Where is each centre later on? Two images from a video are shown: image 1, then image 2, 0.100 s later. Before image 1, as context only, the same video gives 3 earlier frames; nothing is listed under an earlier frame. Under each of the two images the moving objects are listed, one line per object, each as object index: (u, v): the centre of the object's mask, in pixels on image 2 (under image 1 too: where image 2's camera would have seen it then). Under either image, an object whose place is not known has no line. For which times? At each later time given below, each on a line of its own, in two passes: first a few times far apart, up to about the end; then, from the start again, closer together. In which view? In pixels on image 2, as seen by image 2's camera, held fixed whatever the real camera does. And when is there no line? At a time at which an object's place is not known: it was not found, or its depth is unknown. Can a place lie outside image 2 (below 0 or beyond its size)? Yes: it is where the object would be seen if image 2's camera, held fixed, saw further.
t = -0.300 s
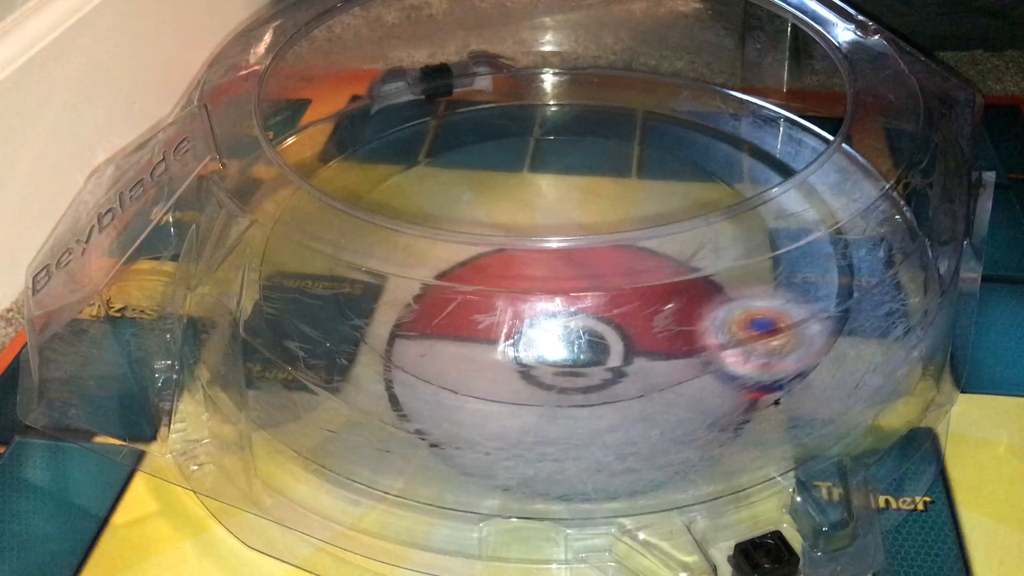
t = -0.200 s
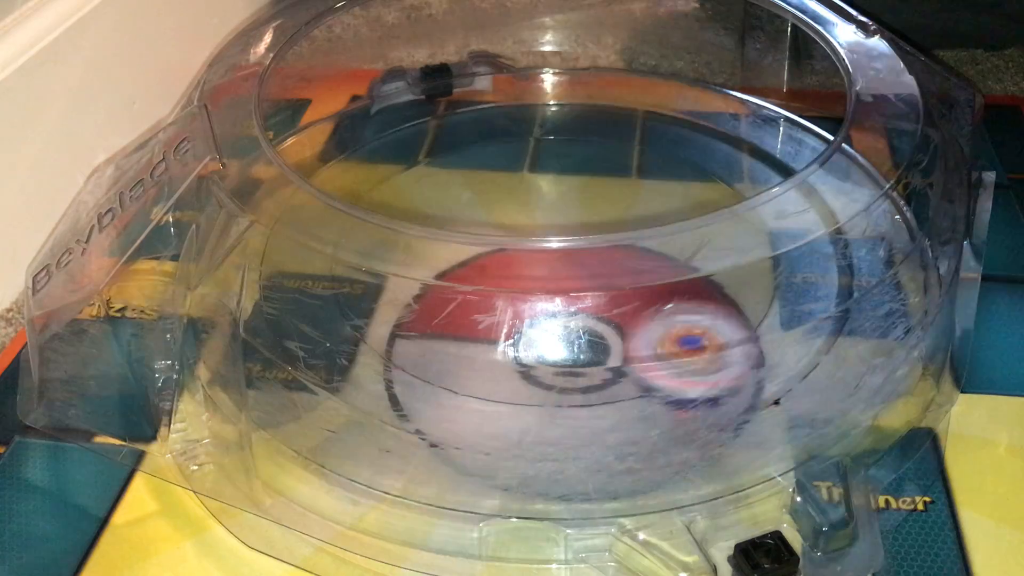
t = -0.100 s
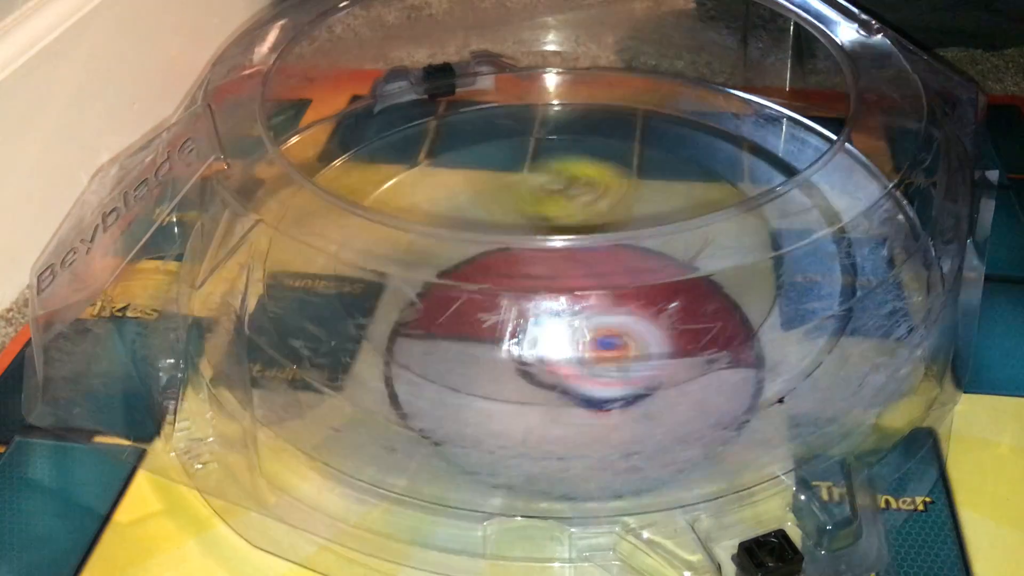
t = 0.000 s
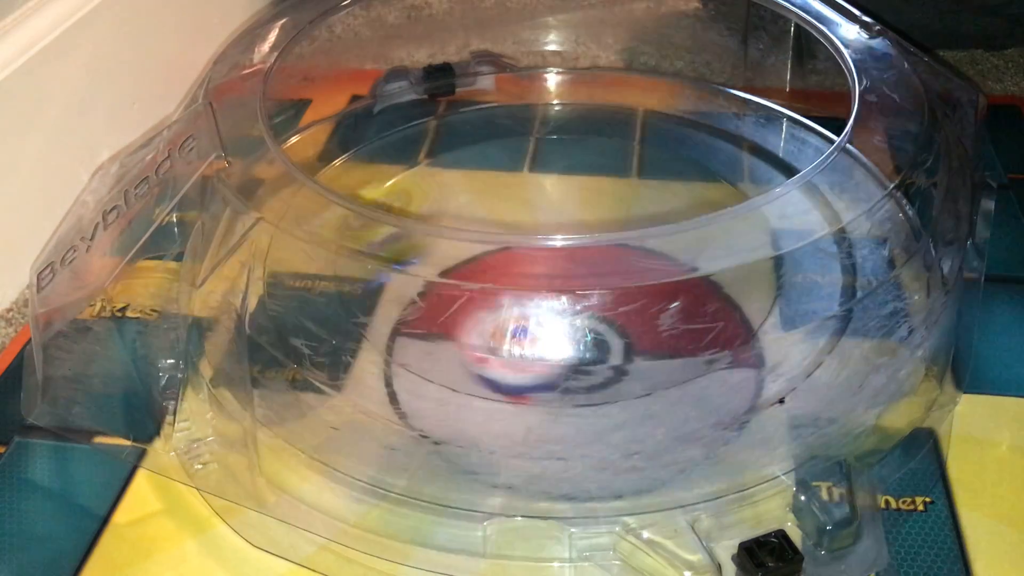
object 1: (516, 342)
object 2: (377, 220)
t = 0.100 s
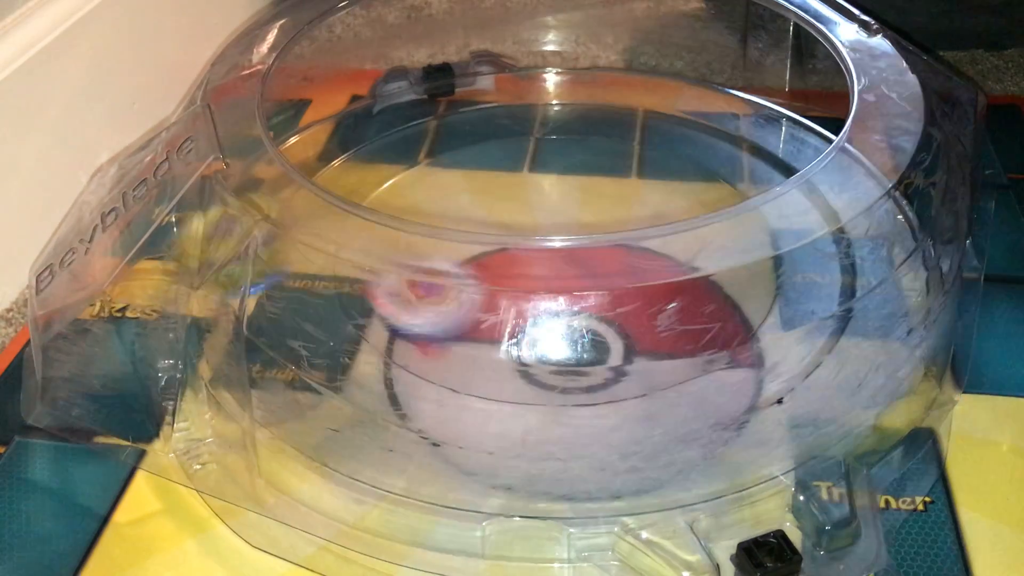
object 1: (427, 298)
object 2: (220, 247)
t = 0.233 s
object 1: (384, 179)
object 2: (124, 310)
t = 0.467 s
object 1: (541, 59)
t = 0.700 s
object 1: (670, 67)
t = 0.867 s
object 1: (721, 131)
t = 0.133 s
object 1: (400, 273)
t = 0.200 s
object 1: (379, 214)
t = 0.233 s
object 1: (384, 179)
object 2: (124, 310)
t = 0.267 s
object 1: (396, 152)
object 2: (114, 337)
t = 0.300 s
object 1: (417, 127)
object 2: (98, 371)
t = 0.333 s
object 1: (447, 105)
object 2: (96, 358)
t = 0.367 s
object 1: (473, 89)
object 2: (118, 353)
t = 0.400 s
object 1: (496, 79)
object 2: (100, 355)
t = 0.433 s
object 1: (518, 67)
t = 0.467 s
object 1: (541, 59)
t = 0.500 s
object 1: (564, 56)
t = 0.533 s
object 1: (589, 52)
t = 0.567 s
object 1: (608, 50)
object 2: (99, 370)
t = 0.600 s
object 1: (626, 46)
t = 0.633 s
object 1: (644, 50)
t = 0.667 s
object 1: (658, 58)
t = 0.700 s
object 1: (670, 67)
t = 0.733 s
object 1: (680, 82)
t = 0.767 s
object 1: (692, 94)
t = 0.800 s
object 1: (703, 105)
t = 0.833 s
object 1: (713, 117)
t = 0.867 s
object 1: (721, 131)
